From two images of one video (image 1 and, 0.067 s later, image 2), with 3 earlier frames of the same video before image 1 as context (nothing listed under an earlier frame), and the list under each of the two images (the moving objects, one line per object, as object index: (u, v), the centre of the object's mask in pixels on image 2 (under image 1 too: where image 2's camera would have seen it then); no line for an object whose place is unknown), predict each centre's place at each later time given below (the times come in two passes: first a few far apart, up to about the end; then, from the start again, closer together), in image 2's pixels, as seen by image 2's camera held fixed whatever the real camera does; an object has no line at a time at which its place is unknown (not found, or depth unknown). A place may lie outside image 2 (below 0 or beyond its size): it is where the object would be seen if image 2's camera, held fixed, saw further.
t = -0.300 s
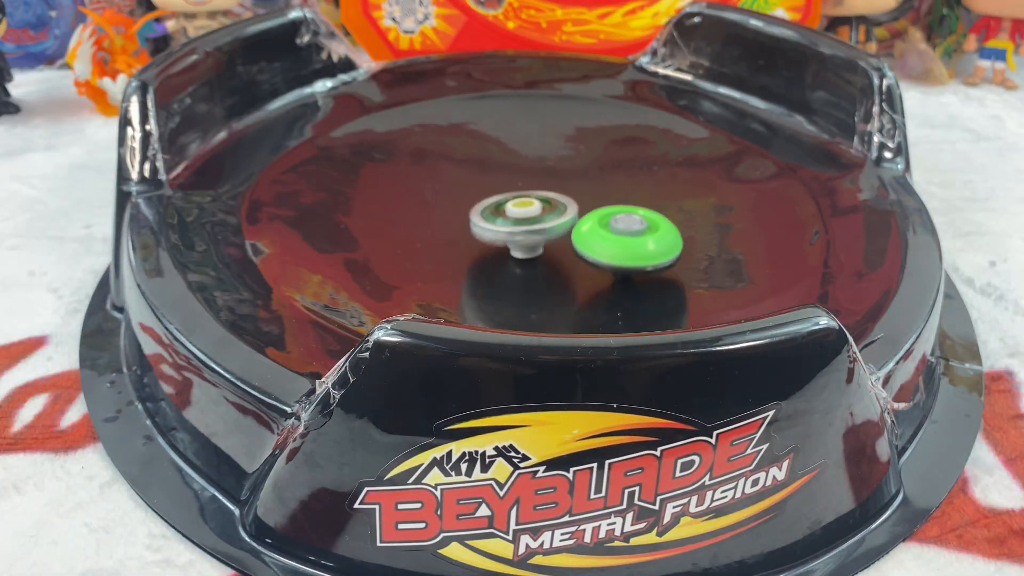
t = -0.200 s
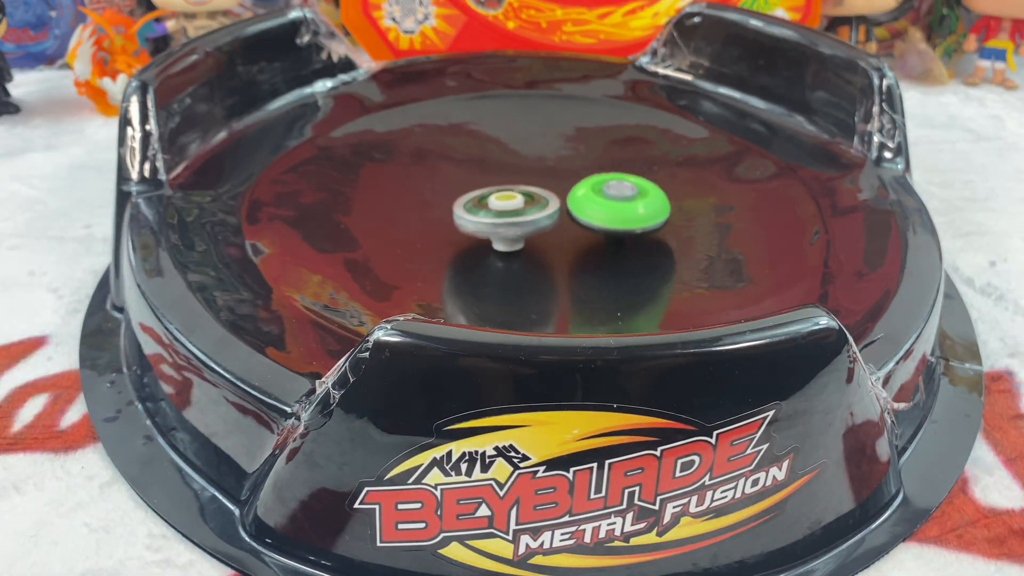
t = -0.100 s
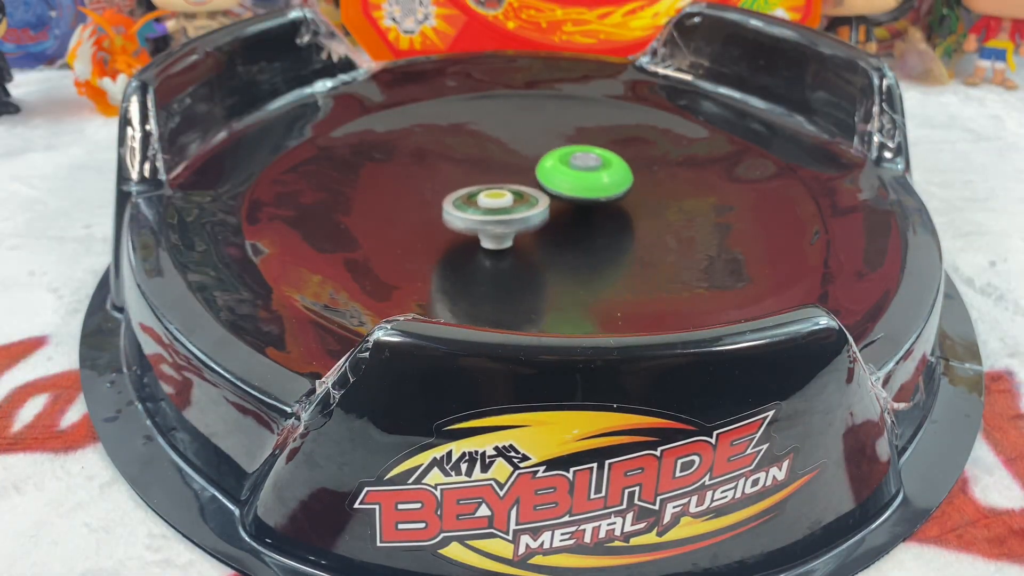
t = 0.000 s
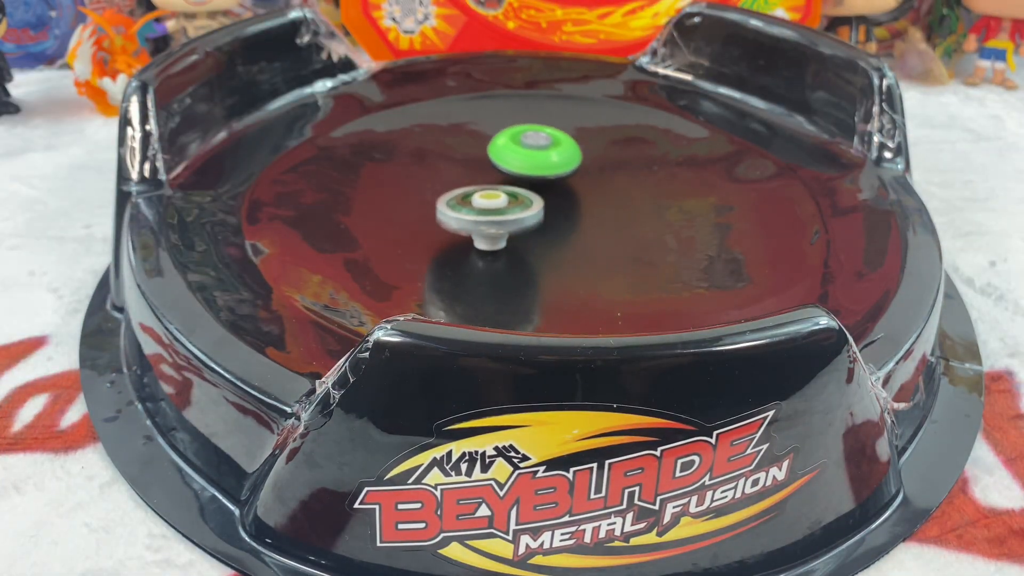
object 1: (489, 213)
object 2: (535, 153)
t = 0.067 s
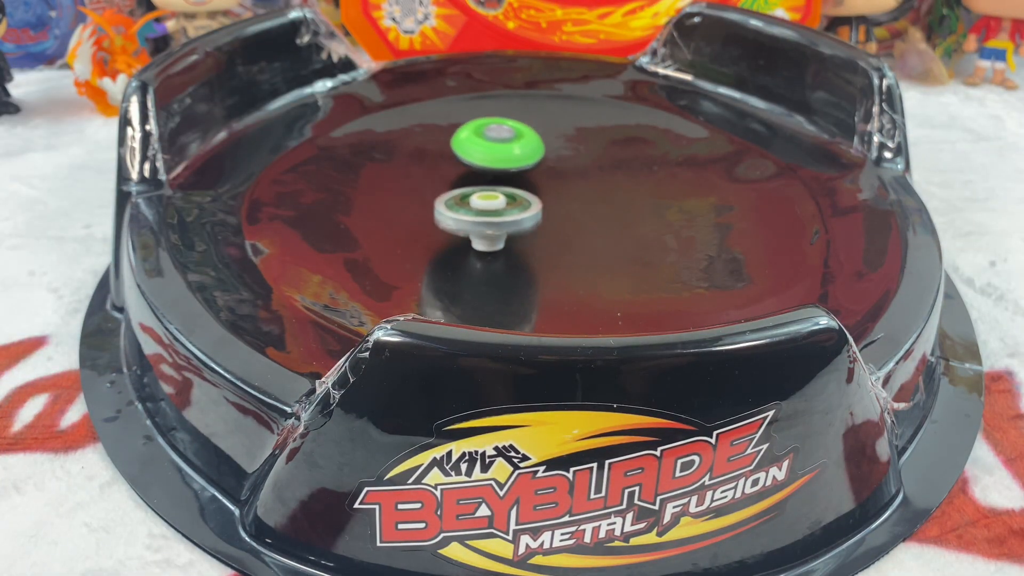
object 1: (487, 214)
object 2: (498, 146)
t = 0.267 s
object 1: (491, 217)
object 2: (407, 157)
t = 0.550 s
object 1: (578, 226)
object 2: (401, 215)
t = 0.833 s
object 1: (734, 131)
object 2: (347, 258)
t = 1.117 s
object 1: (491, 99)
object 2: (303, 285)
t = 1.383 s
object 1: (247, 197)
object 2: (642, 287)
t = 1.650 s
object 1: (816, 288)
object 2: (661, 135)
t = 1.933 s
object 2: (468, 88)
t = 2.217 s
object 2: (384, 170)
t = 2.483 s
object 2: (549, 258)
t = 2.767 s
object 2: (689, 202)
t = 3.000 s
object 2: (642, 155)
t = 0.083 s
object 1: (487, 215)
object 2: (489, 145)
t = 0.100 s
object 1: (487, 215)
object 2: (480, 145)
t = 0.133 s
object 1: (487, 215)
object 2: (463, 145)
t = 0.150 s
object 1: (487, 216)
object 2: (455, 146)
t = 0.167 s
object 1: (488, 216)
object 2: (447, 147)
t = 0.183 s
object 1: (488, 216)
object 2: (439, 148)
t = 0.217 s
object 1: (489, 217)
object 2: (425, 151)
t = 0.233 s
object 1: (489, 217)
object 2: (418, 153)
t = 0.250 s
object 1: (490, 217)
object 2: (412, 155)
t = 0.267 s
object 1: (491, 217)
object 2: (407, 157)
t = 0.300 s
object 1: (493, 218)
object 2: (400, 163)
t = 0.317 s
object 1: (494, 218)
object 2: (398, 167)
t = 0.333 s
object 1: (495, 218)
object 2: (396, 170)
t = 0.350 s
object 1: (496, 218)
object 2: (396, 175)
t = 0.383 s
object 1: (498, 218)
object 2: (397, 183)
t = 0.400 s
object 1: (499, 218)
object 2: (399, 187)
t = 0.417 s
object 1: (506, 219)
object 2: (396, 190)
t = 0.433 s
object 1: (517, 221)
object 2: (390, 192)
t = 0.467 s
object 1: (537, 224)
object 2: (385, 196)
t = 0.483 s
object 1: (546, 225)
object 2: (386, 199)
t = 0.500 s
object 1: (556, 225)
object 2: (388, 202)
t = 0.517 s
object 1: (564, 226)
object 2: (391, 206)
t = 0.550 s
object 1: (578, 226)
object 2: (401, 215)
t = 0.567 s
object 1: (583, 226)
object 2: (408, 219)
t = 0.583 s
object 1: (588, 225)
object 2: (415, 223)
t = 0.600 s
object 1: (592, 225)
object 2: (423, 228)
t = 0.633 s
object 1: (597, 224)
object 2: (440, 236)
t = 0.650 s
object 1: (598, 223)
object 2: (450, 239)
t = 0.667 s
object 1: (598, 222)
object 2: (460, 242)
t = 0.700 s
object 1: (596, 219)
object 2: (480, 247)
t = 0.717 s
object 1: (594, 218)
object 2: (491, 248)
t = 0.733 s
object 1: (592, 217)
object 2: (502, 249)
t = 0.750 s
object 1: (601, 212)
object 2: (498, 252)
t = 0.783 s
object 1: (664, 183)
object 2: (436, 252)
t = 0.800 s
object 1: (691, 167)
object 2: (404, 259)
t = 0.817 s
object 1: (714, 149)
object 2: (375, 258)
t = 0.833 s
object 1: (734, 131)
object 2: (347, 258)
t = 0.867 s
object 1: (760, 98)
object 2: (301, 256)
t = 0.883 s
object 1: (747, 86)
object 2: (284, 250)
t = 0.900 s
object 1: (736, 81)
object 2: (271, 251)
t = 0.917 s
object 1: (721, 80)
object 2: (258, 256)
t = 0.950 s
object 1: (692, 94)
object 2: (243, 258)
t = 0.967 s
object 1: (676, 91)
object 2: (239, 259)
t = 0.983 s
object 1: (658, 87)
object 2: (238, 262)
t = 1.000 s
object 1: (640, 88)
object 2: (239, 264)
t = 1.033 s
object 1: (603, 92)
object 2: (249, 269)
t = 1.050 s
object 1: (581, 94)
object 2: (256, 273)
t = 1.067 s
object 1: (559, 94)
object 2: (265, 276)
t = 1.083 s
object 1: (537, 96)
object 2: (276, 280)
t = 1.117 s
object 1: (491, 99)
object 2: (303, 285)
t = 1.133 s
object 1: (467, 101)
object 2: (318, 288)
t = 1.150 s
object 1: (443, 103)
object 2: (333, 292)
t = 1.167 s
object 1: (418, 104)
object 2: (348, 293)
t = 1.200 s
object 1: (368, 109)
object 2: (385, 296)
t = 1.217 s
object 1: (339, 109)
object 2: (409, 296)
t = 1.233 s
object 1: (314, 111)
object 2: (438, 298)
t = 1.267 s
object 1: (267, 116)
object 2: (491, 302)
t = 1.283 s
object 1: (256, 122)
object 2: (518, 304)
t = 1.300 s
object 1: (249, 134)
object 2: (542, 304)
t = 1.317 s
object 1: (244, 148)
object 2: (565, 303)
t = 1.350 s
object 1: (240, 171)
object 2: (606, 298)
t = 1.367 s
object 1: (242, 185)
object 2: (626, 293)
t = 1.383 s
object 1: (247, 197)
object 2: (642, 287)
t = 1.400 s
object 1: (255, 210)
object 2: (657, 278)
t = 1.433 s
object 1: (283, 238)
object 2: (679, 261)
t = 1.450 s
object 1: (304, 253)
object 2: (687, 251)
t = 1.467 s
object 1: (329, 268)
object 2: (693, 240)
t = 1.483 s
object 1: (358, 283)
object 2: (696, 230)
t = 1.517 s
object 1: (434, 296)
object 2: (698, 210)
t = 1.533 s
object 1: (480, 302)
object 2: (697, 199)
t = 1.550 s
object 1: (524, 308)
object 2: (695, 189)
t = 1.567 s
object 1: (571, 311)
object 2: (692, 179)
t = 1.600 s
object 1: (665, 305)
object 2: (682, 160)
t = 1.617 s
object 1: (710, 299)
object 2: (676, 151)
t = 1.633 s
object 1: (763, 292)
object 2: (669, 143)
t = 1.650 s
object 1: (816, 288)
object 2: (661, 135)
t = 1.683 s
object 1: (880, 262)
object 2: (642, 121)
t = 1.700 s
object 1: (908, 245)
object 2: (632, 115)
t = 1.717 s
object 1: (934, 230)
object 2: (621, 110)
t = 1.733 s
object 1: (955, 218)
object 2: (611, 105)
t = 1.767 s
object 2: (589, 96)
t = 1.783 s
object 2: (577, 93)
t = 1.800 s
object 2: (566, 90)
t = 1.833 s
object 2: (542, 87)
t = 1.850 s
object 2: (530, 85)
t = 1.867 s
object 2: (517, 85)
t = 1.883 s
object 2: (505, 85)
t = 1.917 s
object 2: (480, 87)
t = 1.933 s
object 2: (468, 88)
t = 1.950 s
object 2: (457, 90)
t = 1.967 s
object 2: (447, 92)
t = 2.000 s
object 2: (428, 99)
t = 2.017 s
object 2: (419, 102)
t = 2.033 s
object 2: (411, 106)
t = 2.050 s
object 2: (404, 111)
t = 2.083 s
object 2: (392, 120)
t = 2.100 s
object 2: (387, 125)
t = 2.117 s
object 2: (383, 131)
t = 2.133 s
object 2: (380, 137)
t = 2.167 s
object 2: (378, 149)
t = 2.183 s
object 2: (379, 156)
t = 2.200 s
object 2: (381, 163)
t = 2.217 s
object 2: (384, 170)
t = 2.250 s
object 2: (393, 184)
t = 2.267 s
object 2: (399, 191)
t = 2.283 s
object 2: (406, 199)
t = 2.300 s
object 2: (414, 206)
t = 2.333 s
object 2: (433, 219)
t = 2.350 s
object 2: (444, 227)
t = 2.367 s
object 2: (455, 232)
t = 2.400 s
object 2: (480, 243)
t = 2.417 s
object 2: (493, 247)
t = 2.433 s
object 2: (507, 251)
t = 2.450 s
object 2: (521, 254)
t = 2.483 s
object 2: (549, 258)
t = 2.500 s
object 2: (563, 259)
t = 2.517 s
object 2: (576, 258)
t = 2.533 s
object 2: (589, 258)
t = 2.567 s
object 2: (614, 254)
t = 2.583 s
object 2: (626, 251)
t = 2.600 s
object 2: (636, 248)
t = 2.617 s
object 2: (646, 245)
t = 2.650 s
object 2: (662, 236)
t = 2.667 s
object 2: (669, 232)
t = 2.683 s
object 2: (674, 227)
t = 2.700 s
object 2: (679, 222)
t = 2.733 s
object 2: (686, 212)
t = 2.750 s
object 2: (688, 207)
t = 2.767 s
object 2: (689, 202)
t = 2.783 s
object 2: (689, 197)
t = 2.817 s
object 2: (688, 188)
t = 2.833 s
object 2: (686, 183)
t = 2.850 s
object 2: (684, 179)
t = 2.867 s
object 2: (681, 175)
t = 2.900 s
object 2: (674, 168)
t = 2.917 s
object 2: (670, 166)
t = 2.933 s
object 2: (665, 162)
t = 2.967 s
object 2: (654, 158)
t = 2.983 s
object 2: (648, 156)
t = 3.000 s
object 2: (642, 155)
